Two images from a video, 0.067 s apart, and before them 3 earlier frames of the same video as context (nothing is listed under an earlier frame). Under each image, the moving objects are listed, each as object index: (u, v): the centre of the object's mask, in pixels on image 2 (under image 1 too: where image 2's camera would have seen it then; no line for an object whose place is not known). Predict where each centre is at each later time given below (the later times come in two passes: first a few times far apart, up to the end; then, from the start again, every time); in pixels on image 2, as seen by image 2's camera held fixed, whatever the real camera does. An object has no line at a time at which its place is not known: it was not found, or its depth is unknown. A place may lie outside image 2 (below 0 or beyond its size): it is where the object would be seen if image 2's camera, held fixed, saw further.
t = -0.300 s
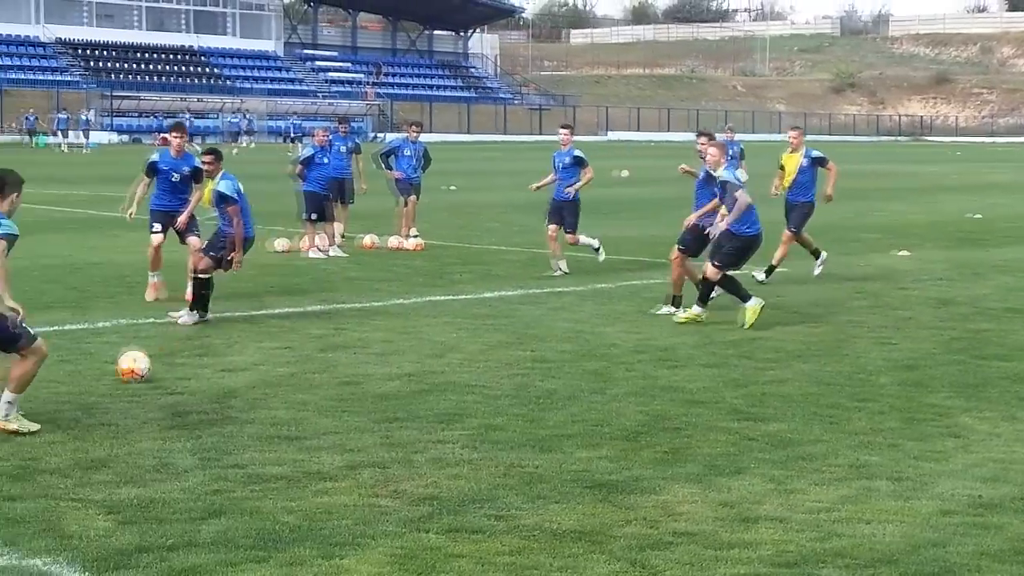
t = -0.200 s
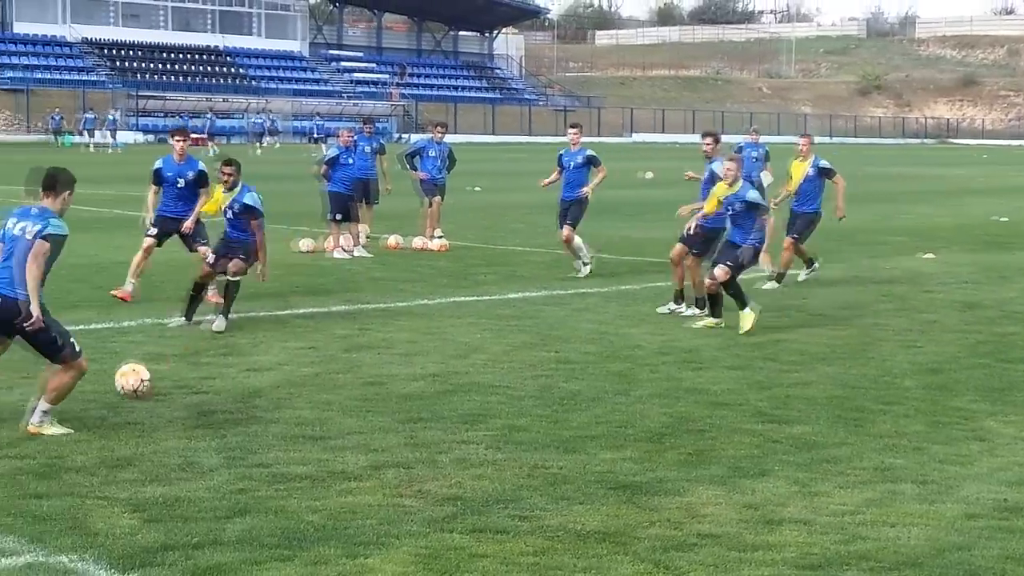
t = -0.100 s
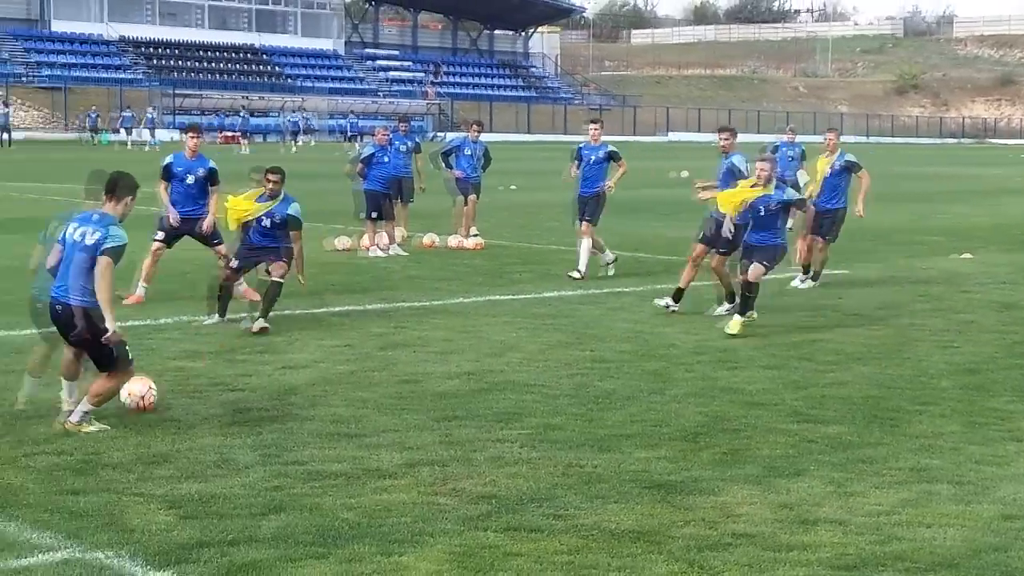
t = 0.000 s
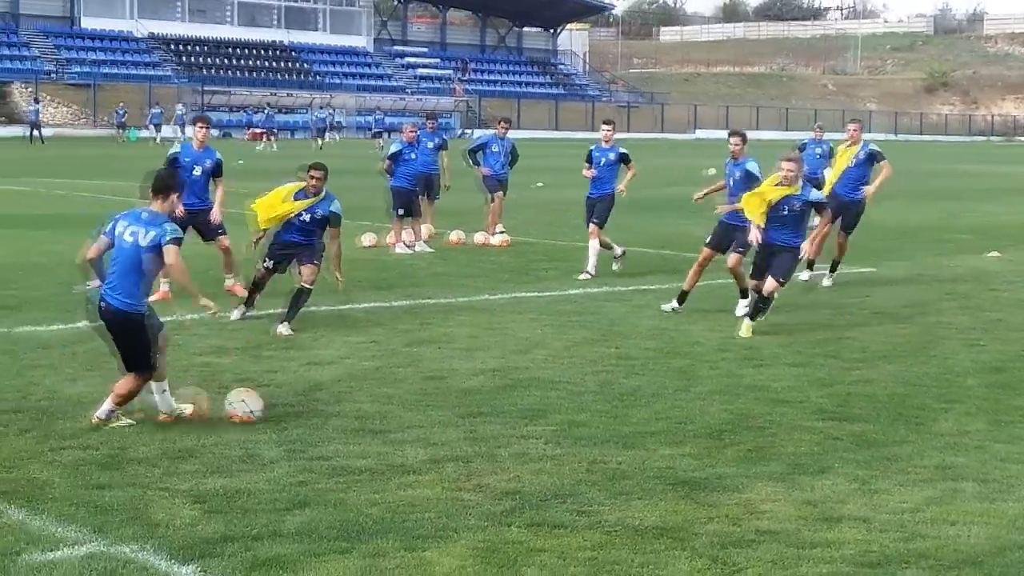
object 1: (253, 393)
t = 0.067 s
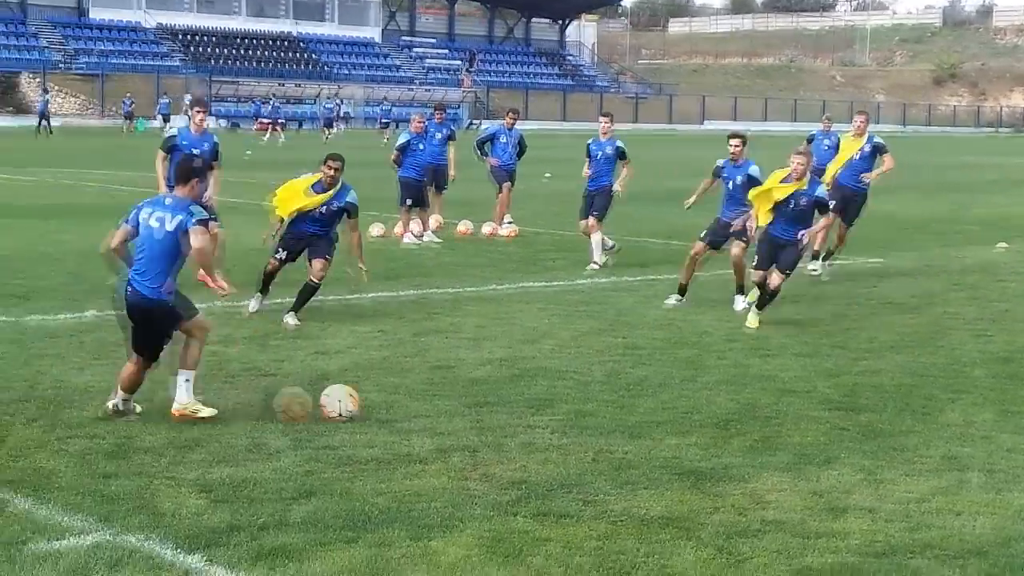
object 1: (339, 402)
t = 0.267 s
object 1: (597, 439)
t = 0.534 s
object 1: (906, 474)
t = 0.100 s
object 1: (384, 407)
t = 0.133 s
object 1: (429, 412)
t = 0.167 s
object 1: (470, 415)
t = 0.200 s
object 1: (512, 420)
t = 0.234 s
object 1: (555, 425)
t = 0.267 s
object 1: (597, 439)
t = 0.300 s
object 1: (638, 444)
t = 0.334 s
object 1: (675, 447)
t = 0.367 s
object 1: (711, 449)
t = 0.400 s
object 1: (750, 455)
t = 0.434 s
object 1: (789, 461)
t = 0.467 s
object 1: (828, 467)
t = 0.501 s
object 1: (866, 470)
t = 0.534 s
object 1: (906, 474)
